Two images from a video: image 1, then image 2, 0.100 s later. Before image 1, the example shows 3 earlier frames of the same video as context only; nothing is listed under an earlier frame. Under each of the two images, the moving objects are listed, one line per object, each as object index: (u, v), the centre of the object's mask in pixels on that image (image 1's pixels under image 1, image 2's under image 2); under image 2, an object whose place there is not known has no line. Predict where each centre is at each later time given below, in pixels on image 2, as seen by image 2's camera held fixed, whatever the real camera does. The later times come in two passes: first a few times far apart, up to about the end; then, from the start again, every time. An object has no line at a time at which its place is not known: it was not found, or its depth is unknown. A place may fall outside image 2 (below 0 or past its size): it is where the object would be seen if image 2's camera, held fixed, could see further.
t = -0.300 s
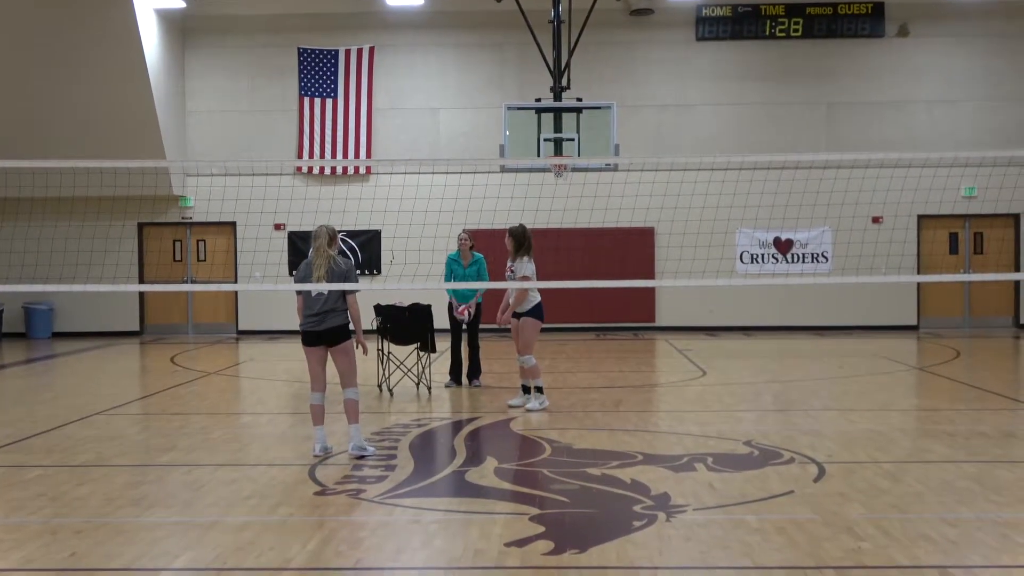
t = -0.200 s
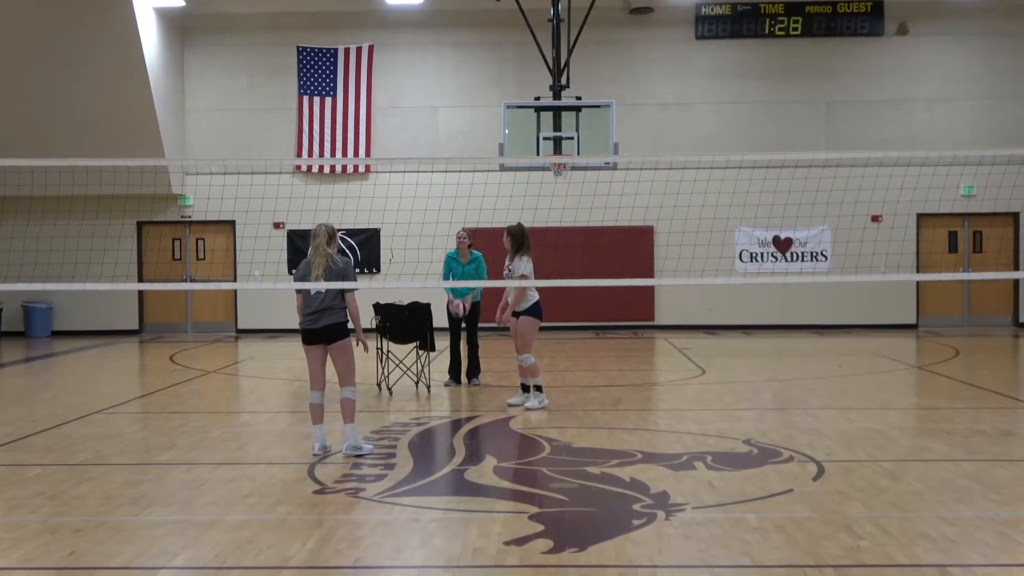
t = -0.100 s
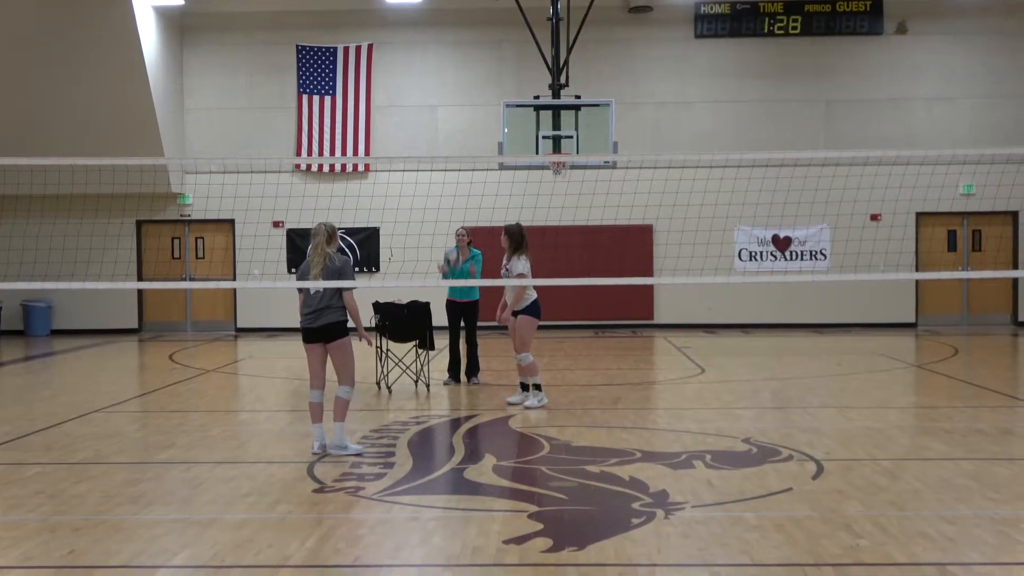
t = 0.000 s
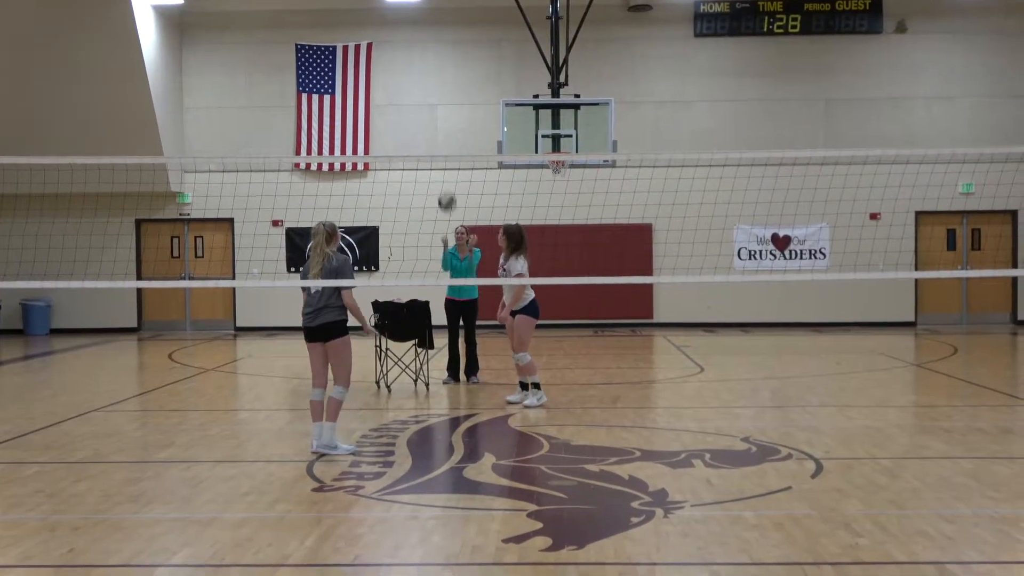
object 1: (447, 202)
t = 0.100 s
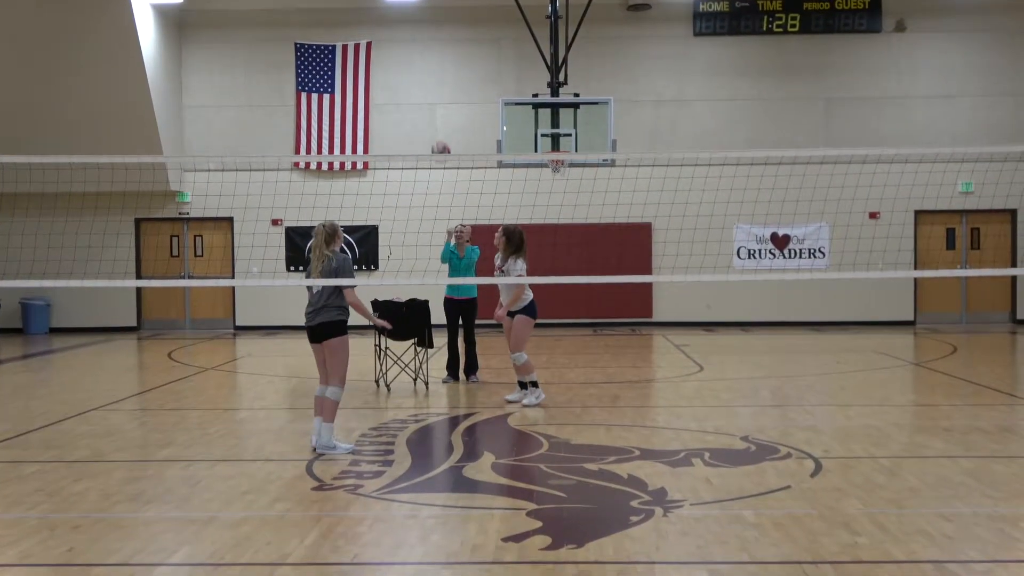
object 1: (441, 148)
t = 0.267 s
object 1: (432, 86)
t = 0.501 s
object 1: (417, 34)
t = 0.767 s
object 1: (400, 41)
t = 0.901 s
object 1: (391, 77)
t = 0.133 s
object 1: (439, 137)
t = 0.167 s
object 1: (437, 123)
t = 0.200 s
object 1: (435, 109)
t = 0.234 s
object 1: (433, 97)
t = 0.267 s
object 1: (432, 86)
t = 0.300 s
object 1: (429, 75)
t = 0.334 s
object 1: (427, 66)
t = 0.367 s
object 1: (425, 58)
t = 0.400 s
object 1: (423, 50)
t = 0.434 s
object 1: (421, 44)
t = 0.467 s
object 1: (419, 38)
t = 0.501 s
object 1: (417, 34)
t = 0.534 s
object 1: (415, 30)
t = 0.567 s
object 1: (413, 28)
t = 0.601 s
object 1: (411, 27)
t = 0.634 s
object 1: (409, 28)
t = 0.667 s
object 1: (407, 29)
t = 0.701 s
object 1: (404, 32)
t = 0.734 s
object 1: (402, 36)
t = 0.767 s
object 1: (400, 41)
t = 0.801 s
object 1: (398, 48)
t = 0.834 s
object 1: (396, 56)
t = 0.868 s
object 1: (393, 66)
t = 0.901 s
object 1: (391, 77)
